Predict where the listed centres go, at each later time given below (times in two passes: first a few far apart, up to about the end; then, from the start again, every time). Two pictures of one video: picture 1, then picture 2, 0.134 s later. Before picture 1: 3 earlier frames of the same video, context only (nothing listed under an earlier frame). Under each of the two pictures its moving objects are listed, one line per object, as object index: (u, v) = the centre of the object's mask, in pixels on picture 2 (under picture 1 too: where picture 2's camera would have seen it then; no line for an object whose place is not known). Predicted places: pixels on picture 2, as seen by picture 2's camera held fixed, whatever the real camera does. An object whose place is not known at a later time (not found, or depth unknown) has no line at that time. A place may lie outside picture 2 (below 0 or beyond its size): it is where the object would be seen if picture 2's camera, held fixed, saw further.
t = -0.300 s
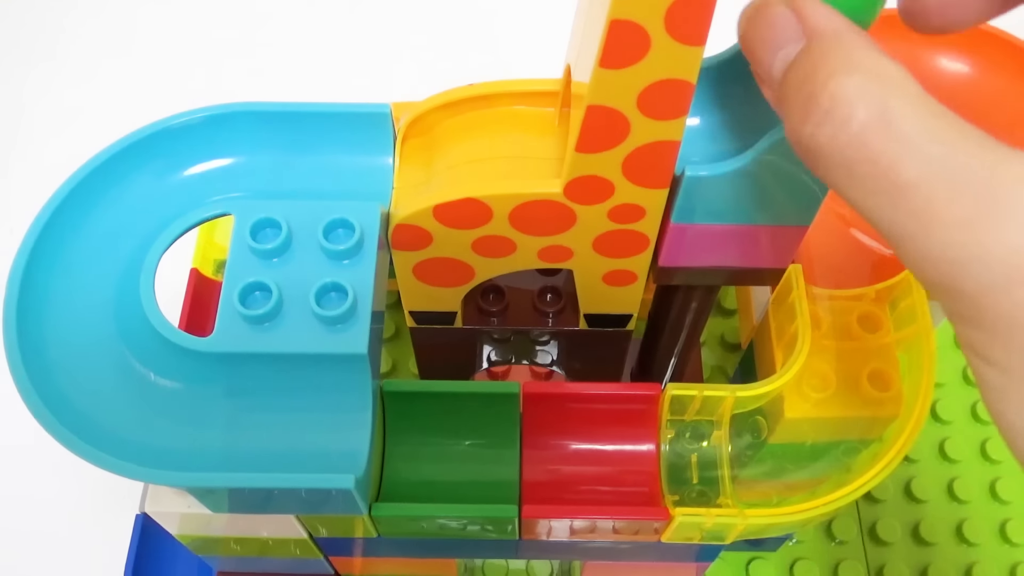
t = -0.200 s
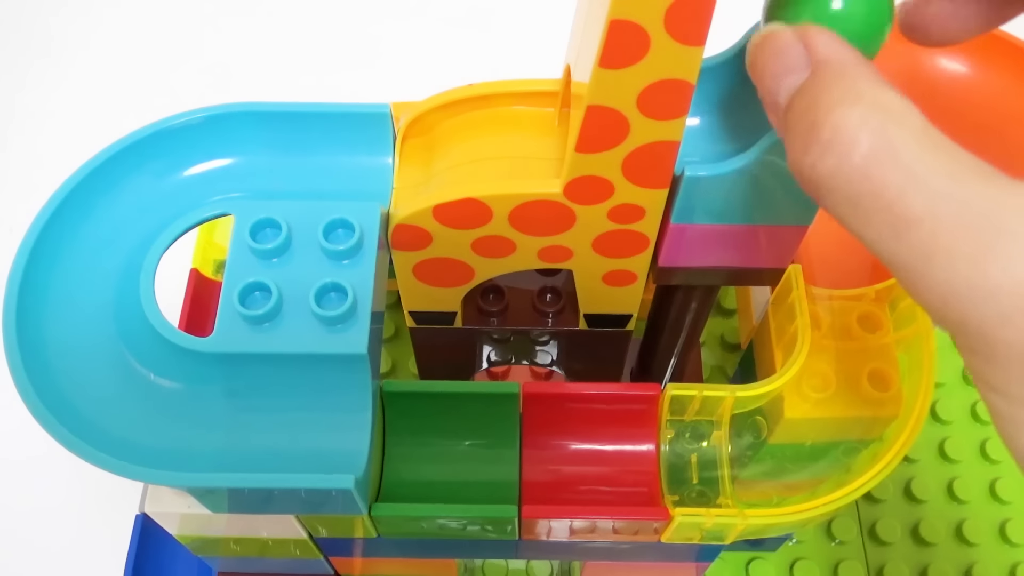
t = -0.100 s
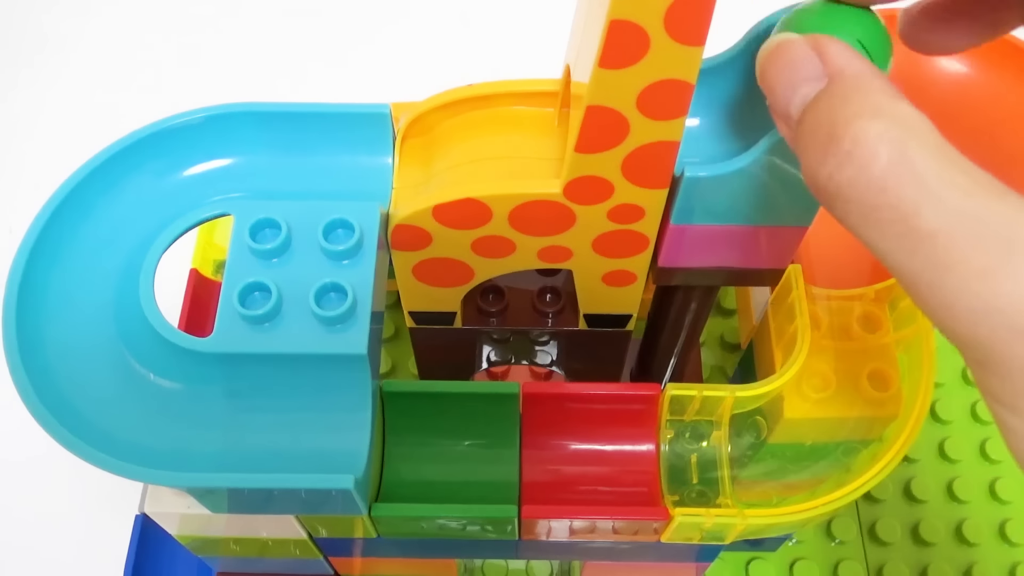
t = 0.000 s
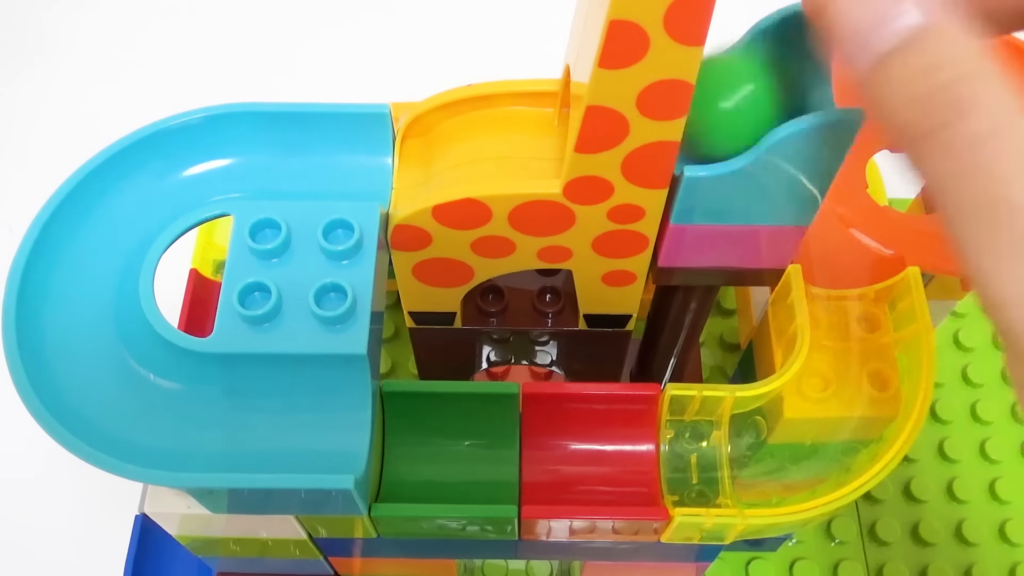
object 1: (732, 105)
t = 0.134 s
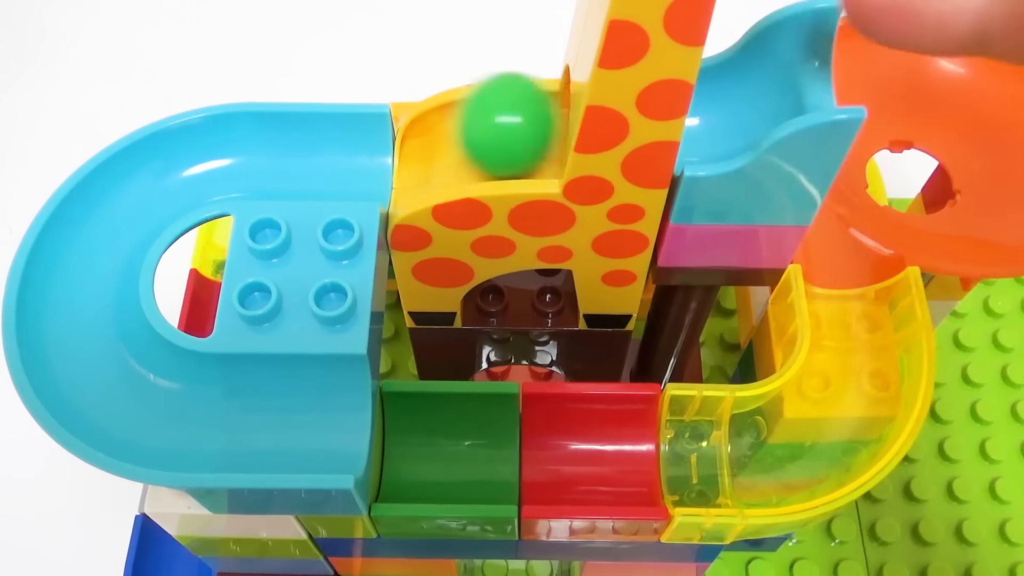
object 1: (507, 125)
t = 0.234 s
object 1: (351, 151)
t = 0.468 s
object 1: (79, 273)
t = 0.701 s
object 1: (277, 414)
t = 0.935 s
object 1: (567, 448)
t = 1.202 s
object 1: (824, 430)
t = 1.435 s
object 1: (856, 277)
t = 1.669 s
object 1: (858, 173)
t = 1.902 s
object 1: (1005, 87)
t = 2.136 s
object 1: (899, 190)
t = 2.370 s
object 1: (931, 111)
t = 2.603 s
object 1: (967, 183)
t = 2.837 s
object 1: (882, 129)
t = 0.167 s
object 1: (456, 131)
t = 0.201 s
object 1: (402, 149)
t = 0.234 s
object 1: (351, 151)
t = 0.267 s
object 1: (306, 153)
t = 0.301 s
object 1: (258, 154)
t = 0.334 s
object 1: (211, 155)
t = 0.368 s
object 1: (165, 171)
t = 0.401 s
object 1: (126, 196)
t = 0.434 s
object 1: (97, 233)
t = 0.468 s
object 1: (79, 273)
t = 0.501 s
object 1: (75, 314)
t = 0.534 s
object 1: (87, 353)
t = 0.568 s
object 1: (112, 385)
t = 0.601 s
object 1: (148, 405)
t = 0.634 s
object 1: (192, 413)
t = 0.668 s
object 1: (237, 413)
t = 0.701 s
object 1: (277, 414)
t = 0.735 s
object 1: (320, 414)
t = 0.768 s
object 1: (362, 415)
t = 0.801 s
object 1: (409, 423)
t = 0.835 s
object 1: (451, 445)
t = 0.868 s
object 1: (491, 441)
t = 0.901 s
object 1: (530, 448)
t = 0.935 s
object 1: (567, 448)
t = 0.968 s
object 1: (602, 449)
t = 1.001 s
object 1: (639, 449)
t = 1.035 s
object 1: (672, 452)
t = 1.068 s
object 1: (705, 451)
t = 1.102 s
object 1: (736, 453)
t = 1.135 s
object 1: (768, 452)
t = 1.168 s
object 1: (798, 443)
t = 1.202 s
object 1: (824, 430)
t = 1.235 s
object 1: (844, 412)
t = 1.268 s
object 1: (858, 389)
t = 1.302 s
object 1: (866, 366)
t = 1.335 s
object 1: (869, 342)
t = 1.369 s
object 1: (864, 319)
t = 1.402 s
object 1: (861, 297)
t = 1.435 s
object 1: (856, 277)
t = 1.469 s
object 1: (855, 261)
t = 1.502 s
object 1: (854, 248)
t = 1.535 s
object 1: (852, 242)
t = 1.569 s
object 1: (853, 225)
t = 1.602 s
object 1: (851, 209)
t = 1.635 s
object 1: (855, 192)
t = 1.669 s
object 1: (858, 173)
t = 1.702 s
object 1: (863, 159)
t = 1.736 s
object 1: (870, 143)
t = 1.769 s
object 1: (887, 128)
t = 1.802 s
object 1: (915, 113)
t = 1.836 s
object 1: (955, 98)
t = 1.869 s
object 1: (990, 88)
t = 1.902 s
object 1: (1005, 87)
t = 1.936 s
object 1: (1010, 101)
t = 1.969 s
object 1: (1006, 127)
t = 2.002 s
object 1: (997, 154)
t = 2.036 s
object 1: (980, 176)
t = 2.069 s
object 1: (953, 190)
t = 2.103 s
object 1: (924, 195)
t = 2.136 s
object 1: (899, 190)
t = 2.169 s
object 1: (878, 180)
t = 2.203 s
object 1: (872, 168)
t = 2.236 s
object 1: (873, 156)
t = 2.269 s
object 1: (879, 142)
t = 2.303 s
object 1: (889, 128)
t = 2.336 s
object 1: (906, 117)
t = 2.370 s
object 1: (931, 111)
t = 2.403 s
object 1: (958, 109)
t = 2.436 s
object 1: (982, 112)
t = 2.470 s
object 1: (993, 123)
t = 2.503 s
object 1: (997, 138)
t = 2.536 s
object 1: (994, 155)
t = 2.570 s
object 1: (985, 171)
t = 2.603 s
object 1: (967, 183)
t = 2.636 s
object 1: (943, 190)
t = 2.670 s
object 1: (917, 188)
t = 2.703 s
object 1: (895, 181)
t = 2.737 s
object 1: (879, 170)
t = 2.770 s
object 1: (876, 157)
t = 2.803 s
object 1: (878, 144)
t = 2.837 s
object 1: (882, 129)
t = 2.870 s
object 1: (893, 120)
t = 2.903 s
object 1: (910, 113)
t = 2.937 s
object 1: (935, 111)
